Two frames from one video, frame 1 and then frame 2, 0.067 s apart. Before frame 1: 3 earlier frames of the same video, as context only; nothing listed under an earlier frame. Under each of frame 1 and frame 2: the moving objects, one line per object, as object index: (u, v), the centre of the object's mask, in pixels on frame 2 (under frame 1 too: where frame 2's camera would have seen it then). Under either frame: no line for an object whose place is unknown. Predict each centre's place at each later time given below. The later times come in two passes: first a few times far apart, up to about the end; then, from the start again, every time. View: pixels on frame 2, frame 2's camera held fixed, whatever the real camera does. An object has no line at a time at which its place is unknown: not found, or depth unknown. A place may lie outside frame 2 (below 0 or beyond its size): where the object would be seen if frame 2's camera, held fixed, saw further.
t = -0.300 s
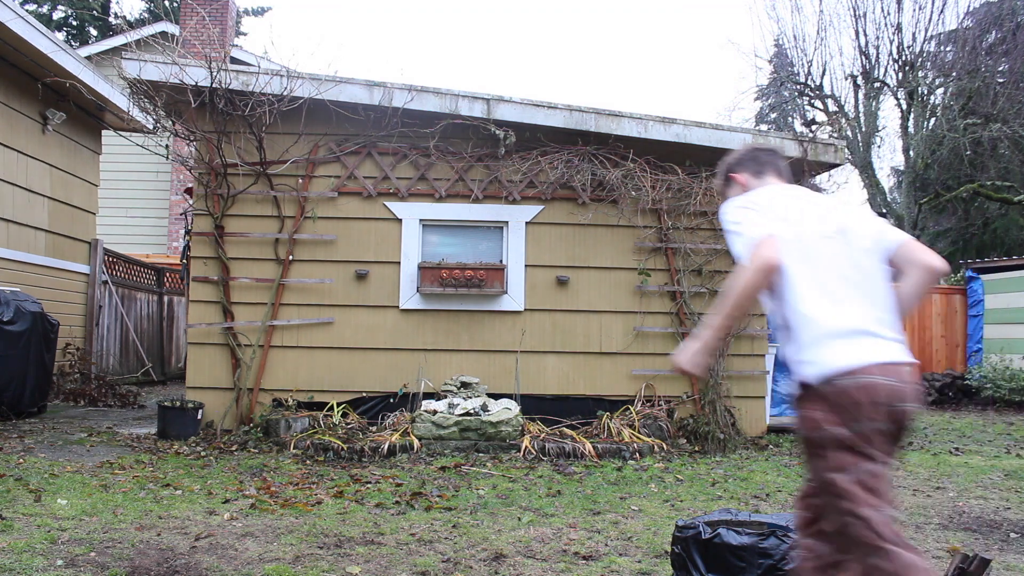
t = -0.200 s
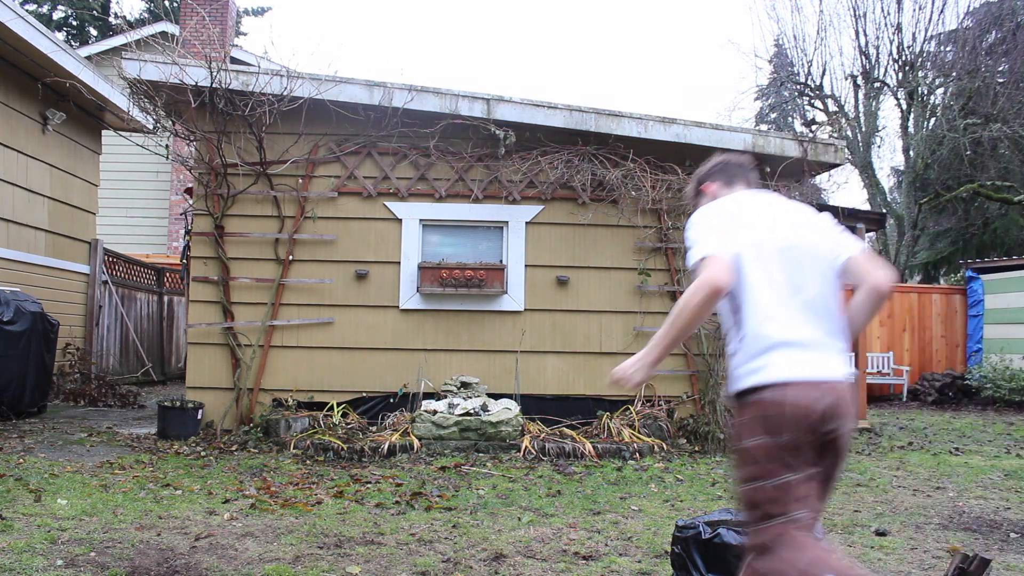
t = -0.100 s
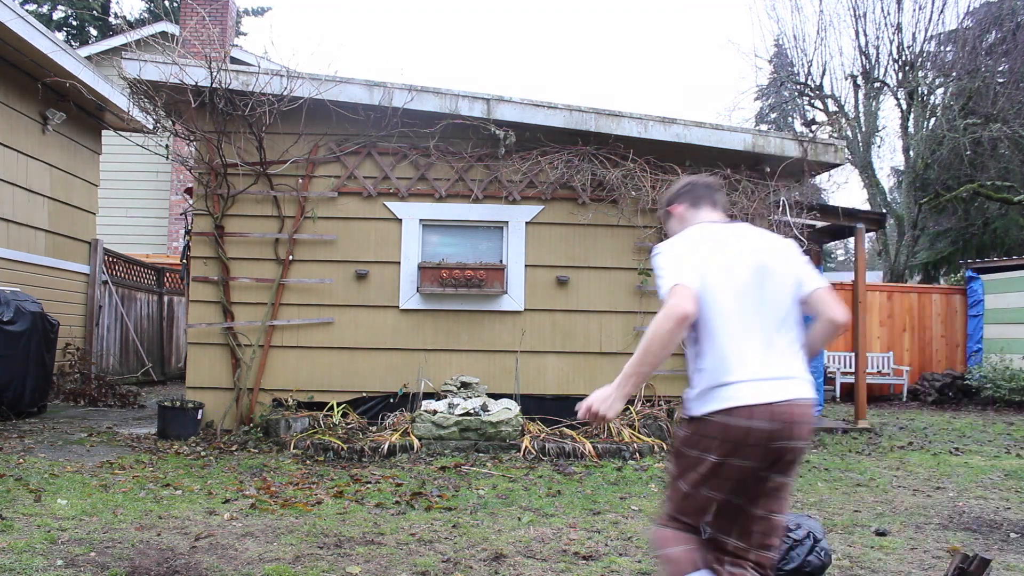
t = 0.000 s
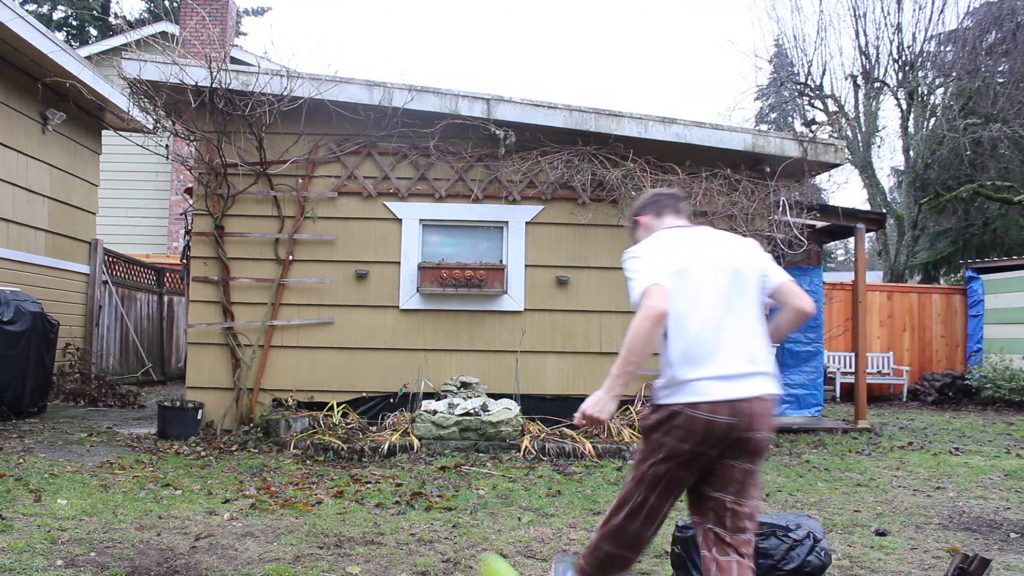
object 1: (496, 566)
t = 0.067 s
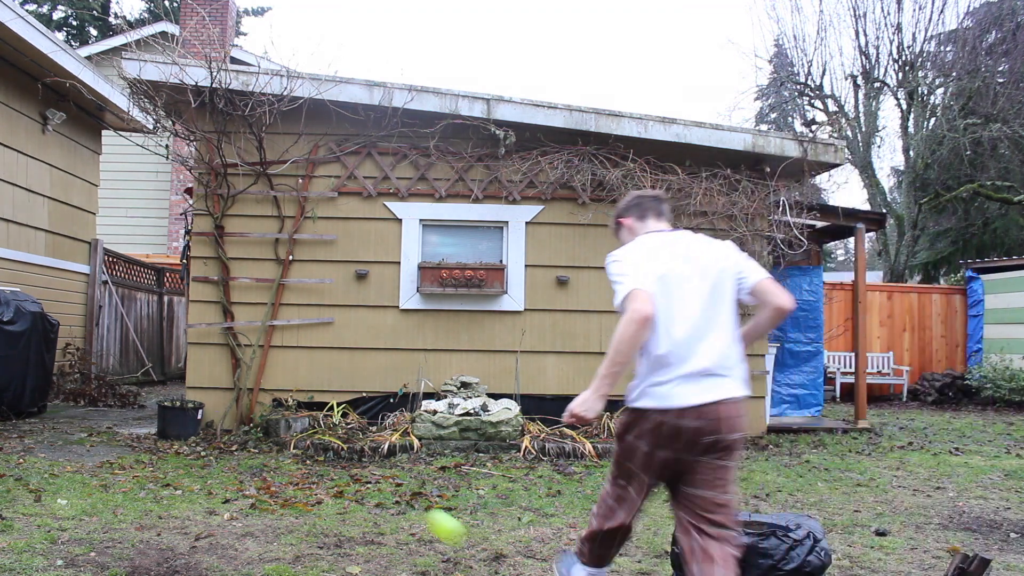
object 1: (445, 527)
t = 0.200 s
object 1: (370, 487)
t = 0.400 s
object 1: (311, 430)
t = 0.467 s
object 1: (296, 431)
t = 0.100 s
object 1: (421, 511)
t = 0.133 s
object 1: (401, 503)
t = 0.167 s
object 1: (384, 499)
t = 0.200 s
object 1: (370, 487)
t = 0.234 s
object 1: (358, 468)
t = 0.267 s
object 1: (348, 455)
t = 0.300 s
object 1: (338, 445)
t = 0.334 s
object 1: (328, 437)
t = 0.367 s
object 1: (319, 432)
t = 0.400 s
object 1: (311, 430)
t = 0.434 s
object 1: (304, 430)
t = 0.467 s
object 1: (296, 431)
